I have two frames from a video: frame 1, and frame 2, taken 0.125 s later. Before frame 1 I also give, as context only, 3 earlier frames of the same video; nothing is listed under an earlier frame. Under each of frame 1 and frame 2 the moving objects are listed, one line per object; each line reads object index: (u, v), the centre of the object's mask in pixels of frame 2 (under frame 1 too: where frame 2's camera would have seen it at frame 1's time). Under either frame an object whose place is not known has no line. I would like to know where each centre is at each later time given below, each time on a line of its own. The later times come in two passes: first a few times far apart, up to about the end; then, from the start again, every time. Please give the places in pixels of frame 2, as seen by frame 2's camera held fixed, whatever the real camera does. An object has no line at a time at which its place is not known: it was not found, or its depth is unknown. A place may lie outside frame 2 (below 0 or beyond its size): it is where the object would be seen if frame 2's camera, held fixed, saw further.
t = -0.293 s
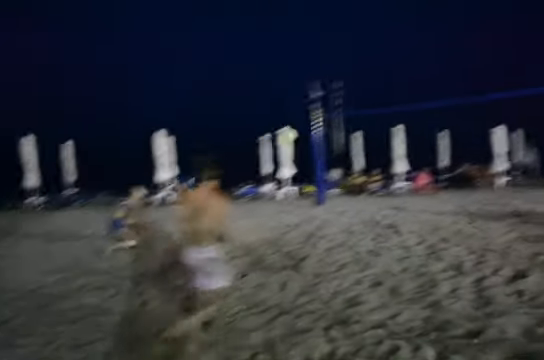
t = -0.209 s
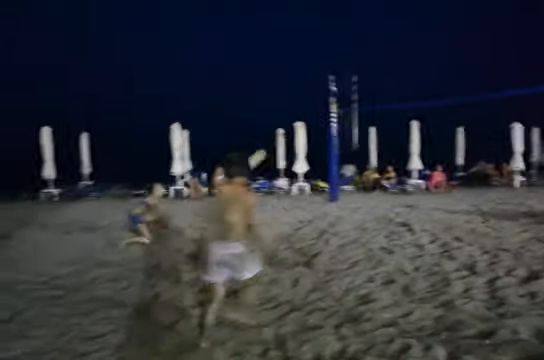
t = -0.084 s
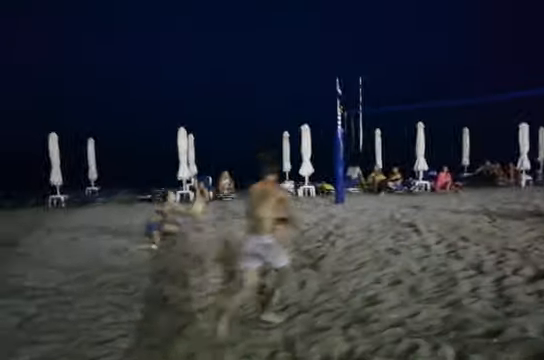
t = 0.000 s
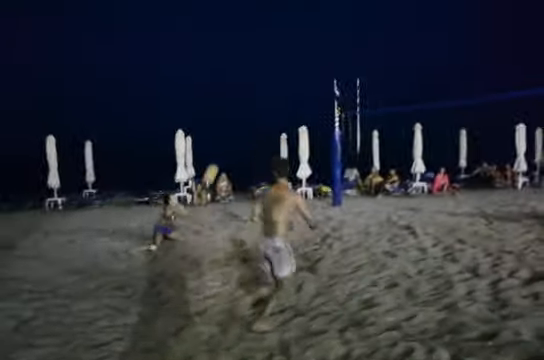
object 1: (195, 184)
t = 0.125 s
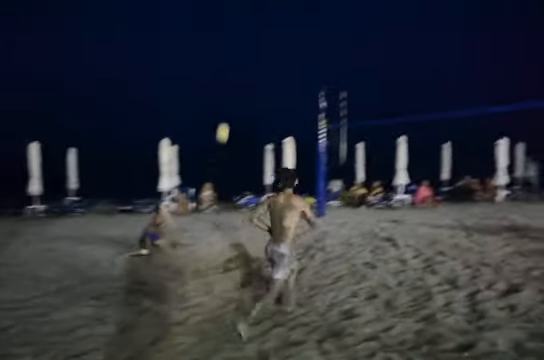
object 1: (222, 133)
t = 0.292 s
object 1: (260, 75)
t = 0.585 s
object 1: (330, 5)
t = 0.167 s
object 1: (231, 117)
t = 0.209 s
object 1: (240, 102)
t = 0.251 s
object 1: (249, 89)
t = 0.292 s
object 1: (260, 75)
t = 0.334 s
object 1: (270, 62)
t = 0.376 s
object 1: (279, 50)
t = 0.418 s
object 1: (288, 40)
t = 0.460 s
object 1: (298, 29)
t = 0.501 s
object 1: (309, 20)
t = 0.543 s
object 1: (320, 12)
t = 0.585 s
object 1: (330, 5)
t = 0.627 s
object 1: (340, -1)
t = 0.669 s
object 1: (351, -6)
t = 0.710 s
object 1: (360, -10)
